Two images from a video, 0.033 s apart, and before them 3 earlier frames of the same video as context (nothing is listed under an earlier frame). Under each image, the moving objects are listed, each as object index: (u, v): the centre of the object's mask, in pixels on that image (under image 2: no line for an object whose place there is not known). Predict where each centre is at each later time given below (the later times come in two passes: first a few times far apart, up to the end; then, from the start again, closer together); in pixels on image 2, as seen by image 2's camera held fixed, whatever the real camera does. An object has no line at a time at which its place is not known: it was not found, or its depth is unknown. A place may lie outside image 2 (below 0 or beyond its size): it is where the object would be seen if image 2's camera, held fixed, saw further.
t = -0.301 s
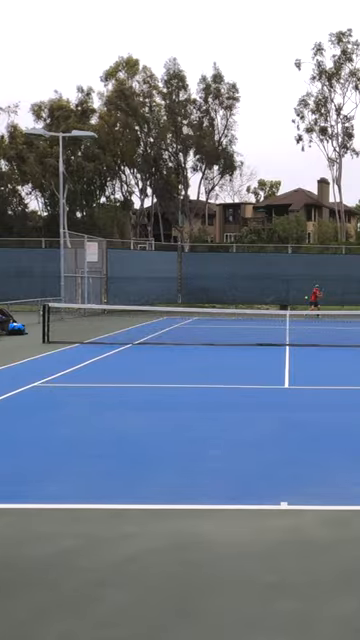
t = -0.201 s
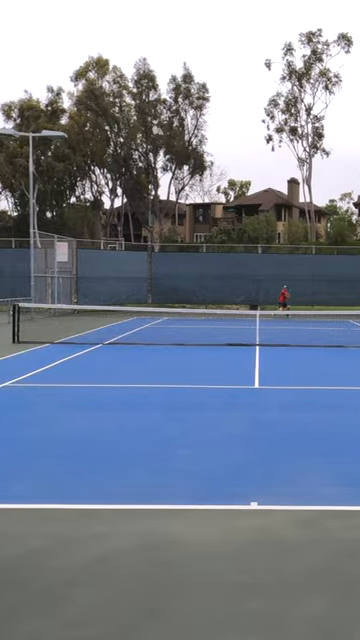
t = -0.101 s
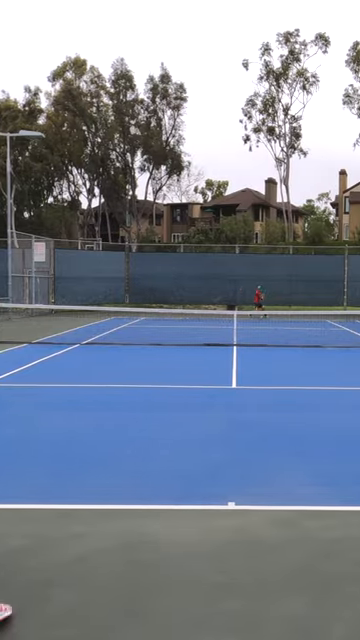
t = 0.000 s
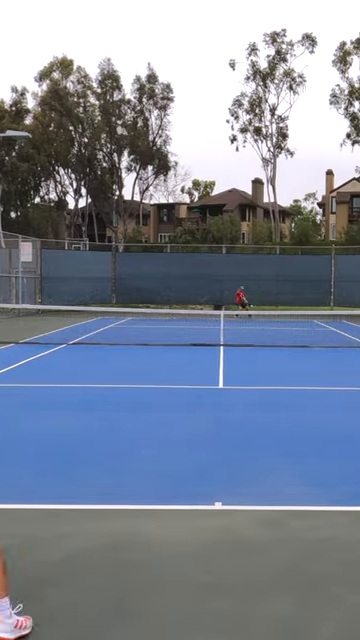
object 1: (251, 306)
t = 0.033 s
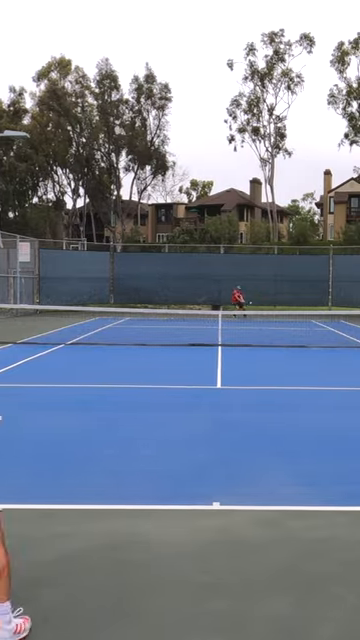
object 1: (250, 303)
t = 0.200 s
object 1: (248, 289)
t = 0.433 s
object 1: (246, 279)
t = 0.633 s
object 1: (244, 284)
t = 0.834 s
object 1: (244, 309)
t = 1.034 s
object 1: (244, 373)
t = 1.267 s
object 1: (243, 360)
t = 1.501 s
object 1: (241, 356)
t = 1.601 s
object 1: (240, 374)
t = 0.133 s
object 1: (249, 294)
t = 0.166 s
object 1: (249, 291)
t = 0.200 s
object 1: (248, 289)
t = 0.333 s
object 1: (247, 281)
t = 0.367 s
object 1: (247, 280)
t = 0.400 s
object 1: (246, 280)
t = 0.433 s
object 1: (246, 279)
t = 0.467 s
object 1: (246, 279)
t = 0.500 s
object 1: (245, 279)
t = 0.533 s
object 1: (245, 279)
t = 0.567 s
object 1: (245, 280)
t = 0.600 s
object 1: (244, 281)
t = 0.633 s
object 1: (244, 284)
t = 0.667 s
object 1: (244, 286)
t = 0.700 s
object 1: (244, 289)
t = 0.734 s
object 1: (244, 293)
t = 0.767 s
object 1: (243, 297)
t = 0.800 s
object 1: (244, 303)
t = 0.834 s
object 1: (244, 309)
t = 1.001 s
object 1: (244, 358)
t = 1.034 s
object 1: (244, 373)
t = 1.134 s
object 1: (244, 380)
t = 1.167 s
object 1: (244, 374)
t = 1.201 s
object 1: (244, 369)
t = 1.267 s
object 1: (243, 360)
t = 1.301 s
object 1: (243, 356)
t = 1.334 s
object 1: (243, 354)
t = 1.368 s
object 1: (243, 352)
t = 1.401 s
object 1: (242, 351)
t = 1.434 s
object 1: (242, 351)
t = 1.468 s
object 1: (241, 353)
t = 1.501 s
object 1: (241, 356)
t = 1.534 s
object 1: (240, 360)
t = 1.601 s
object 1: (240, 374)
